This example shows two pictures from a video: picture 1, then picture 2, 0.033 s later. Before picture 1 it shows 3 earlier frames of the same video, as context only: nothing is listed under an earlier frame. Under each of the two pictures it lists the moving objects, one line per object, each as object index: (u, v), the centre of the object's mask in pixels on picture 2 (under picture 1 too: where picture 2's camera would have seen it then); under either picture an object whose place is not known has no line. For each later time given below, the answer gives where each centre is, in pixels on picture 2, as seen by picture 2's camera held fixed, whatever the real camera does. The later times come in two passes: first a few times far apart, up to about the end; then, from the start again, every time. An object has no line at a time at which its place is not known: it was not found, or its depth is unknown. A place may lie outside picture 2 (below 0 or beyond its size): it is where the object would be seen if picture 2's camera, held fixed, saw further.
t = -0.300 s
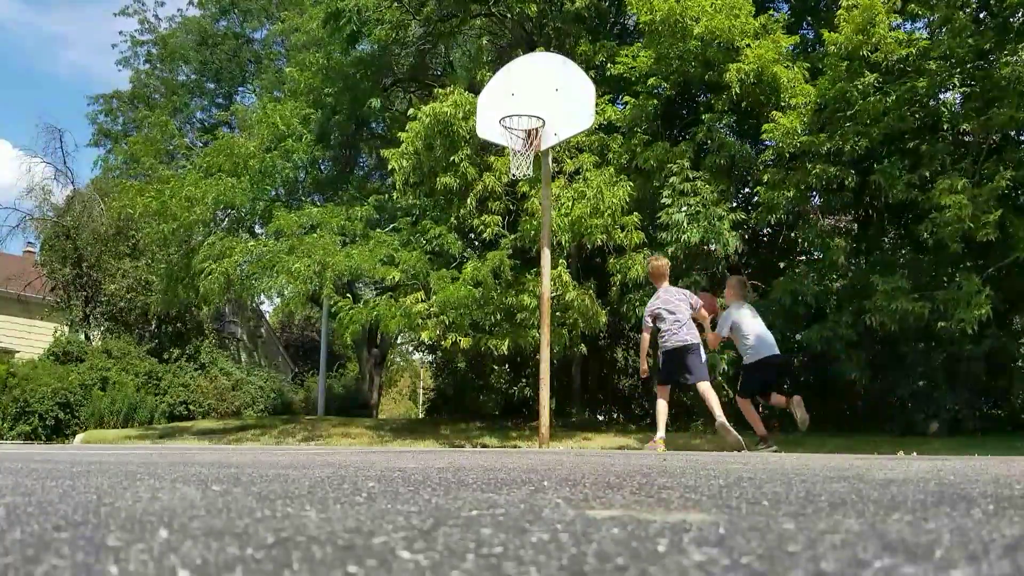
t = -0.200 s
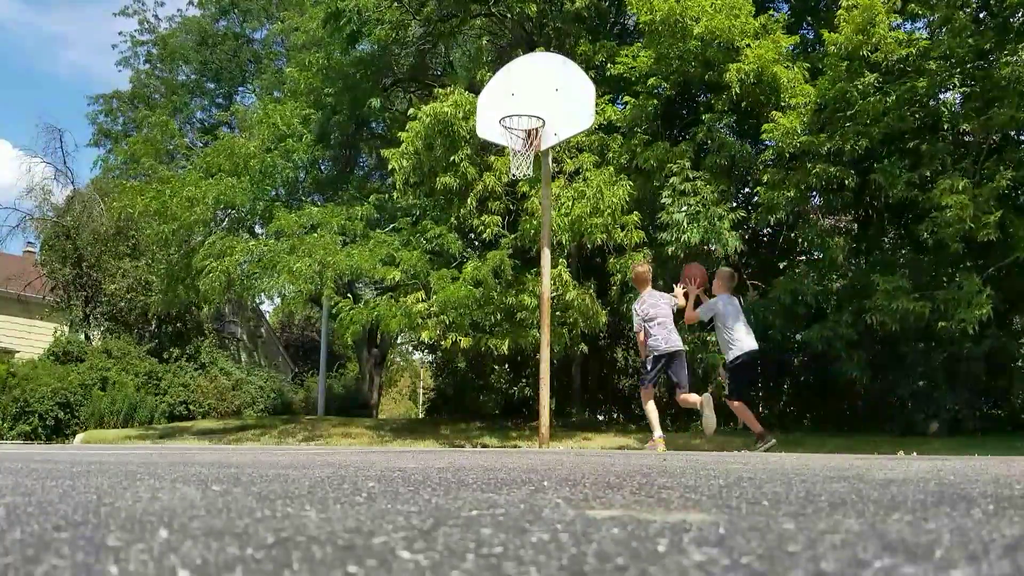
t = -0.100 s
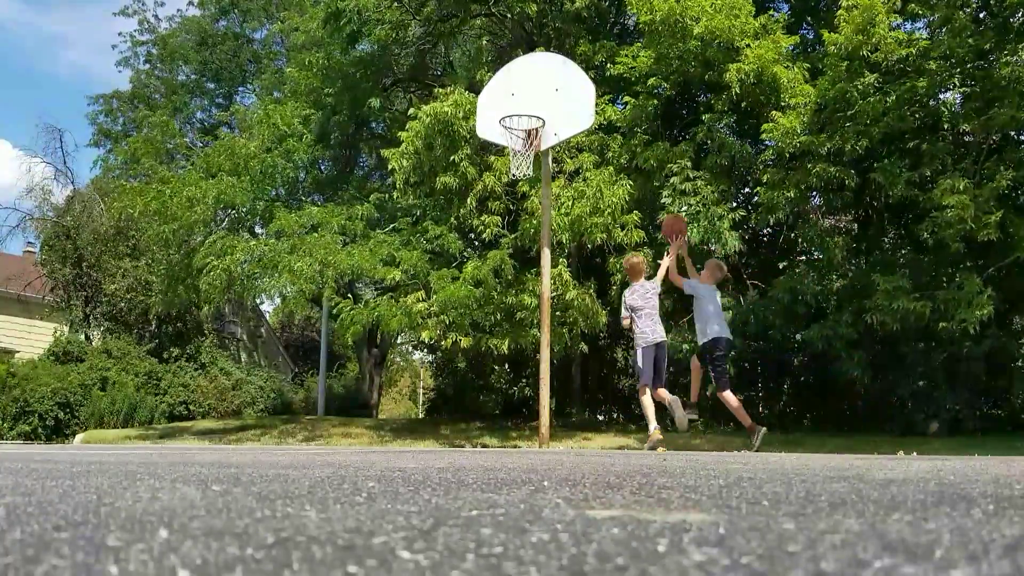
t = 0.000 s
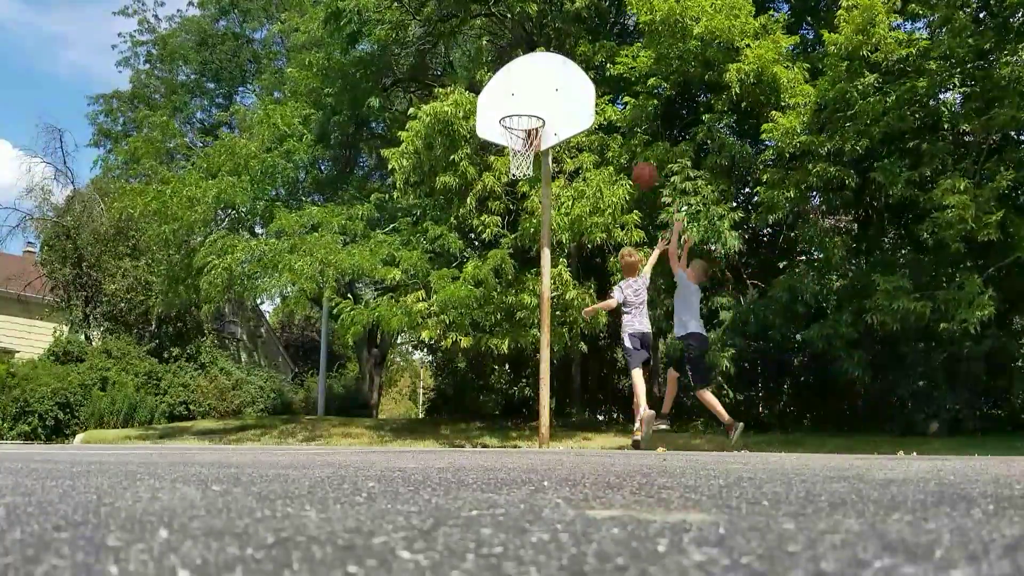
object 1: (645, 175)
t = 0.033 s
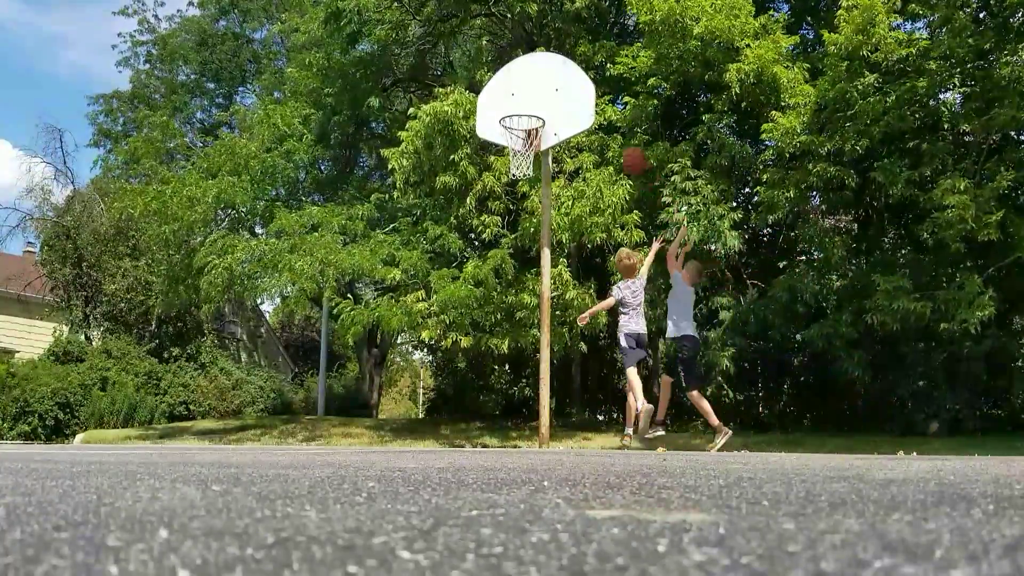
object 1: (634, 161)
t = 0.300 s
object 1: (564, 97)
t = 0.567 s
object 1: (501, 111)
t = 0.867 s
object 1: (436, 205)
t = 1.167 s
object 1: (373, 374)
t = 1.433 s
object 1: (350, 344)
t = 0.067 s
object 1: (625, 148)
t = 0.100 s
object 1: (615, 137)
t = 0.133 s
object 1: (607, 126)
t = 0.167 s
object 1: (598, 119)
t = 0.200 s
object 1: (589, 111)
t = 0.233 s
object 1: (580, 105)
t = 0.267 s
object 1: (572, 100)
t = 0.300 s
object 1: (564, 97)
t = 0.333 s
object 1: (555, 95)
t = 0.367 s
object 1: (547, 94)
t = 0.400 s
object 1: (539, 94)
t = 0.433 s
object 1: (531, 95)
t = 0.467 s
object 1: (523, 97)
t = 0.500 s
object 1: (516, 101)
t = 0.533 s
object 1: (508, 105)
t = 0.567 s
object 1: (501, 111)
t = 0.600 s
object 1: (493, 117)
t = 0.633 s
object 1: (486, 125)
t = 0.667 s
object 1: (479, 133)
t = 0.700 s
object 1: (471, 143)
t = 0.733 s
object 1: (464, 154)
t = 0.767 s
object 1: (457, 164)
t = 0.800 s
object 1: (450, 177)
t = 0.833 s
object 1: (443, 190)
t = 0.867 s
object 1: (436, 205)
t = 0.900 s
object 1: (428, 219)
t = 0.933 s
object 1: (421, 235)
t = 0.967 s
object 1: (415, 253)
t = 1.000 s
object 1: (408, 271)
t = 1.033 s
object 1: (400, 289)
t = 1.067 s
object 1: (393, 309)
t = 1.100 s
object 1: (386, 330)
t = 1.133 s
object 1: (379, 352)
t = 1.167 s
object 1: (373, 374)
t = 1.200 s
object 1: (366, 398)
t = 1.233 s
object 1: (358, 422)
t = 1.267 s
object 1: (353, 434)
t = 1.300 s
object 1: (353, 411)
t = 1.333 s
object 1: (352, 393)
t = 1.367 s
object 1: (352, 375)
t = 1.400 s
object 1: (351, 359)
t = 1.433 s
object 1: (350, 344)
